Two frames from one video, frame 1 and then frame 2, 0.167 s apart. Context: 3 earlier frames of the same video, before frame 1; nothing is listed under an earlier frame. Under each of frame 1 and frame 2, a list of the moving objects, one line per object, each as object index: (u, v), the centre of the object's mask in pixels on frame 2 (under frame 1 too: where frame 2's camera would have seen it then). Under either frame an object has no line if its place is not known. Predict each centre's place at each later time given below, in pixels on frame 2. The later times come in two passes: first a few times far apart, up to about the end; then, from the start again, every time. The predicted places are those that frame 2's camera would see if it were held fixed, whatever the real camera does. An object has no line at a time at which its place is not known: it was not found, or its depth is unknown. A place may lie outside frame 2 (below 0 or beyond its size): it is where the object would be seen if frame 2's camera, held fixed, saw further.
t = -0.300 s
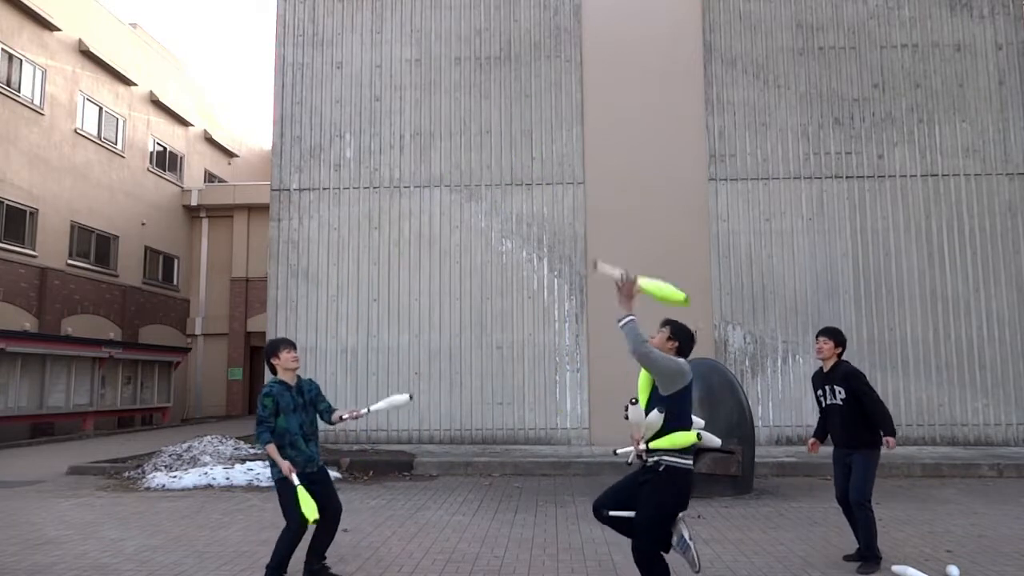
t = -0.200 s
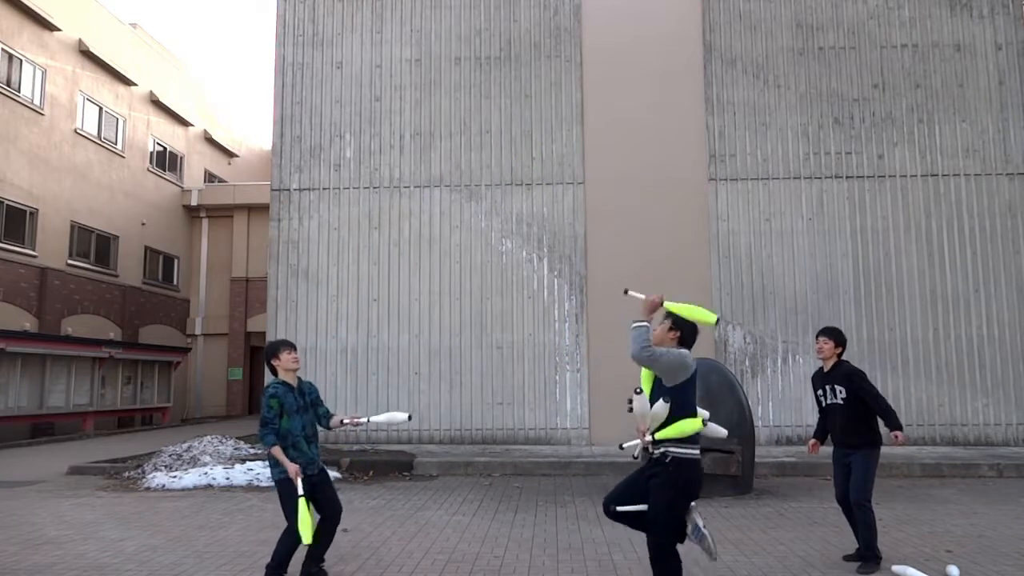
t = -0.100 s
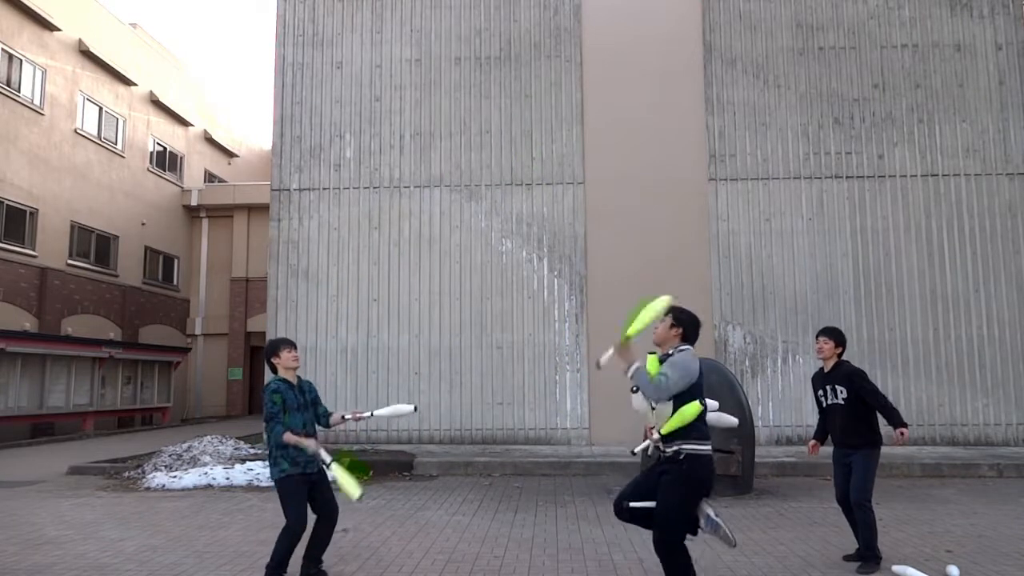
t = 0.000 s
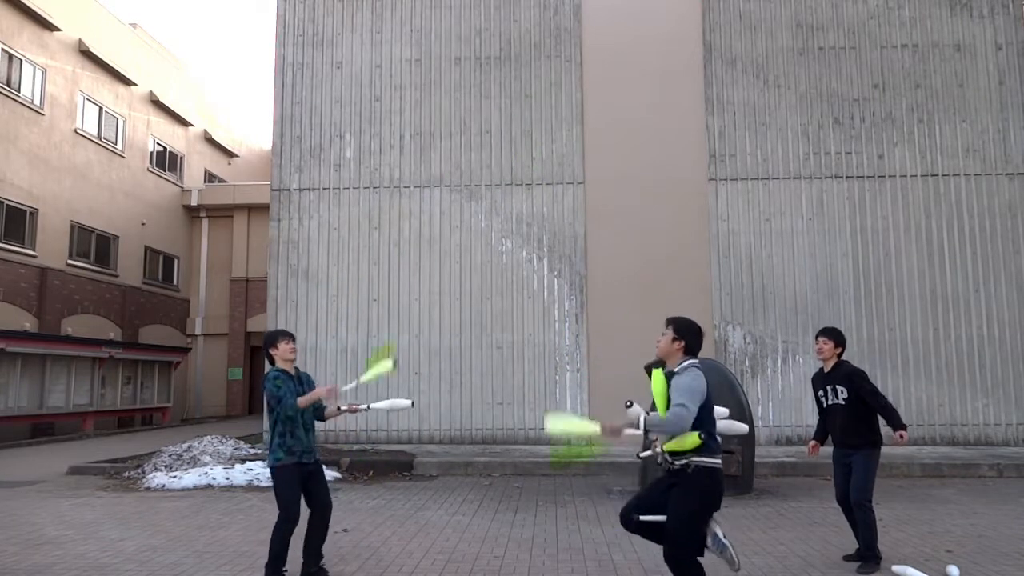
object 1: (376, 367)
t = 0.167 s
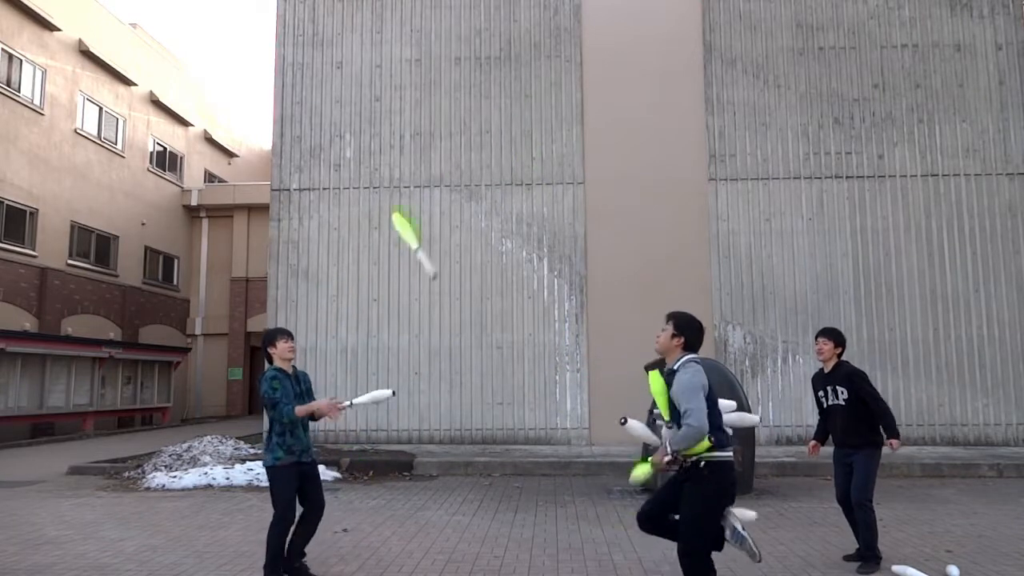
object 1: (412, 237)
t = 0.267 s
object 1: (439, 178)
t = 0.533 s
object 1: (517, 89)
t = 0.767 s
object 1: (582, 107)
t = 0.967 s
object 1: (650, 216)
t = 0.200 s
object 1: (421, 216)
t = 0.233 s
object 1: (431, 196)
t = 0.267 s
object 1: (439, 178)
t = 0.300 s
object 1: (446, 162)
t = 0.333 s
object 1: (454, 150)
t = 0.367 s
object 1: (464, 138)
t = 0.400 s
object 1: (475, 125)
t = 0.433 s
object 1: (485, 115)
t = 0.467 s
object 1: (497, 105)
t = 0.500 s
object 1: (507, 96)
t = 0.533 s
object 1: (517, 89)
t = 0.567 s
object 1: (523, 85)
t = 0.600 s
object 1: (532, 84)
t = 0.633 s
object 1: (541, 84)
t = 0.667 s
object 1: (551, 86)
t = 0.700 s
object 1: (561, 93)
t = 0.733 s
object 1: (571, 98)
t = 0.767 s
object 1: (582, 107)
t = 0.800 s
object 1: (590, 117)
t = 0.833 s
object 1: (601, 130)
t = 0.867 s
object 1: (611, 148)
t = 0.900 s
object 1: (622, 170)
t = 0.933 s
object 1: (636, 191)
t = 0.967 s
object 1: (650, 216)
